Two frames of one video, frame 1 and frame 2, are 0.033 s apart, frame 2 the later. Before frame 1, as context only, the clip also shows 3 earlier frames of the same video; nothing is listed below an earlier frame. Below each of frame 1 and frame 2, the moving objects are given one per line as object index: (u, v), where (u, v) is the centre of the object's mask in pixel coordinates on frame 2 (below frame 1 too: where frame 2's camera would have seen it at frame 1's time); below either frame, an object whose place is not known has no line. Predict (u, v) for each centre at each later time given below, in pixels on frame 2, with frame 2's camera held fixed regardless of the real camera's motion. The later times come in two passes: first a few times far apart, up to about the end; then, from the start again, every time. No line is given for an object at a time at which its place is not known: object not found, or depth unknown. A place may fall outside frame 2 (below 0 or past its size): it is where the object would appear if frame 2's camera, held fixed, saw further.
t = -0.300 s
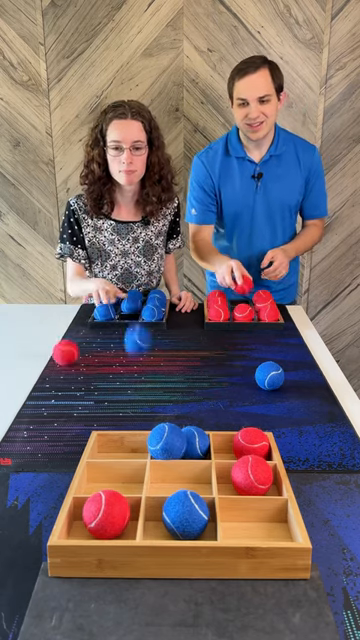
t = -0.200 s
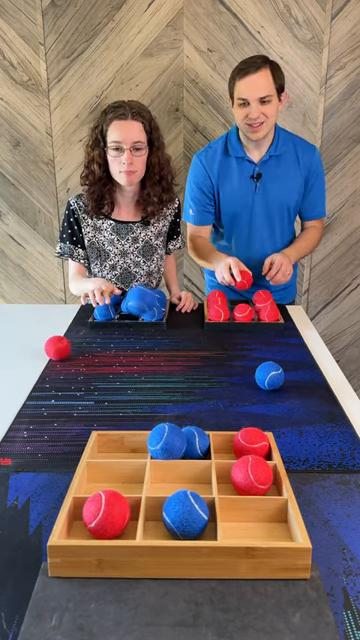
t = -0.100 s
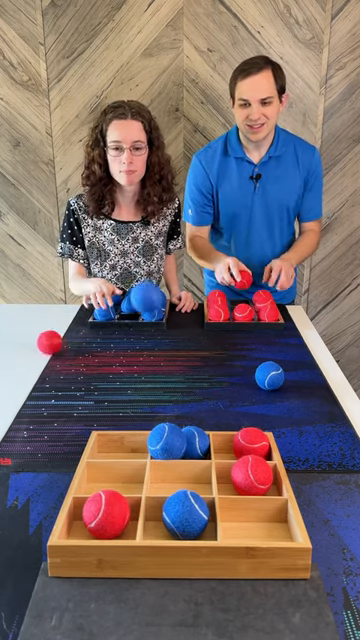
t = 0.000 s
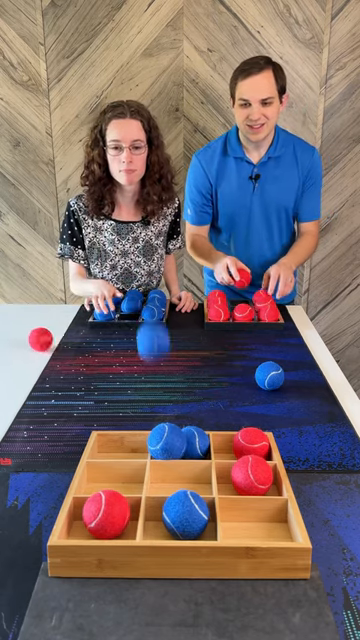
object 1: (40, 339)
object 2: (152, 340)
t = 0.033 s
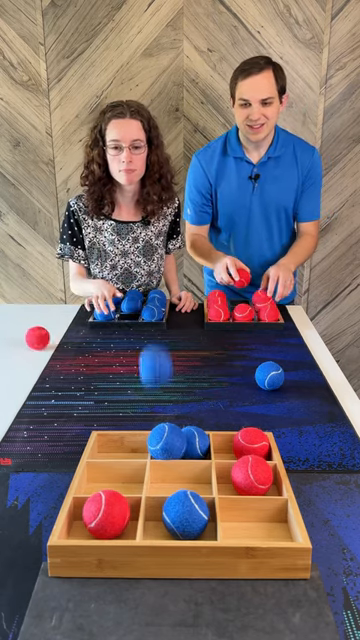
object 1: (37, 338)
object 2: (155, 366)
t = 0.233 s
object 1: (21, 330)
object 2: (173, 368)
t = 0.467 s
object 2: (188, 358)
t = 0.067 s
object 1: (34, 336)
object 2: (158, 398)
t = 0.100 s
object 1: (31, 335)
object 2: (160, 417)
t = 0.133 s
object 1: (29, 333)
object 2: (164, 405)
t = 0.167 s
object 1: (26, 332)
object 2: (167, 387)
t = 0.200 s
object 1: (24, 331)
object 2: (170, 375)
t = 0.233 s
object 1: (21, 330)
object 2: (173, 368)
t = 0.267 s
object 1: (19, 328)
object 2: (176, 366)
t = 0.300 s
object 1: (17, 327)
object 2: (178, 368)
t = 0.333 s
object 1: (14, 326)
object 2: (179, 375)
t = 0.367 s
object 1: (12, 325)
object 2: (182, 369)
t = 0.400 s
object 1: (10, 324)
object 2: (184, 362)
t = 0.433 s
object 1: (8, 323)
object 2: (187, 358)
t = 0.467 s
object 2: (188, 358)
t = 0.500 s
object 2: (191, 362)
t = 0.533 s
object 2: (193, 367)
